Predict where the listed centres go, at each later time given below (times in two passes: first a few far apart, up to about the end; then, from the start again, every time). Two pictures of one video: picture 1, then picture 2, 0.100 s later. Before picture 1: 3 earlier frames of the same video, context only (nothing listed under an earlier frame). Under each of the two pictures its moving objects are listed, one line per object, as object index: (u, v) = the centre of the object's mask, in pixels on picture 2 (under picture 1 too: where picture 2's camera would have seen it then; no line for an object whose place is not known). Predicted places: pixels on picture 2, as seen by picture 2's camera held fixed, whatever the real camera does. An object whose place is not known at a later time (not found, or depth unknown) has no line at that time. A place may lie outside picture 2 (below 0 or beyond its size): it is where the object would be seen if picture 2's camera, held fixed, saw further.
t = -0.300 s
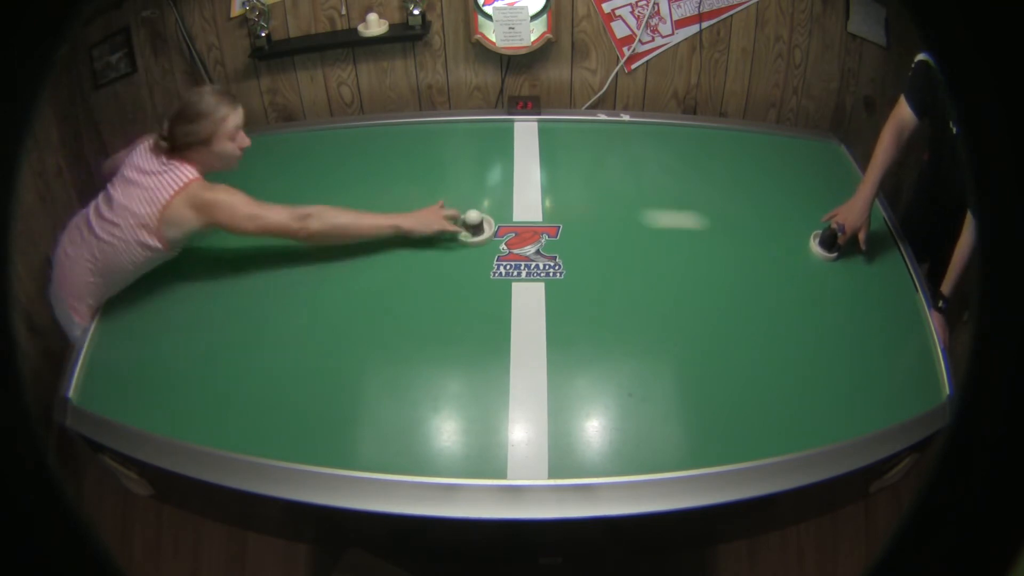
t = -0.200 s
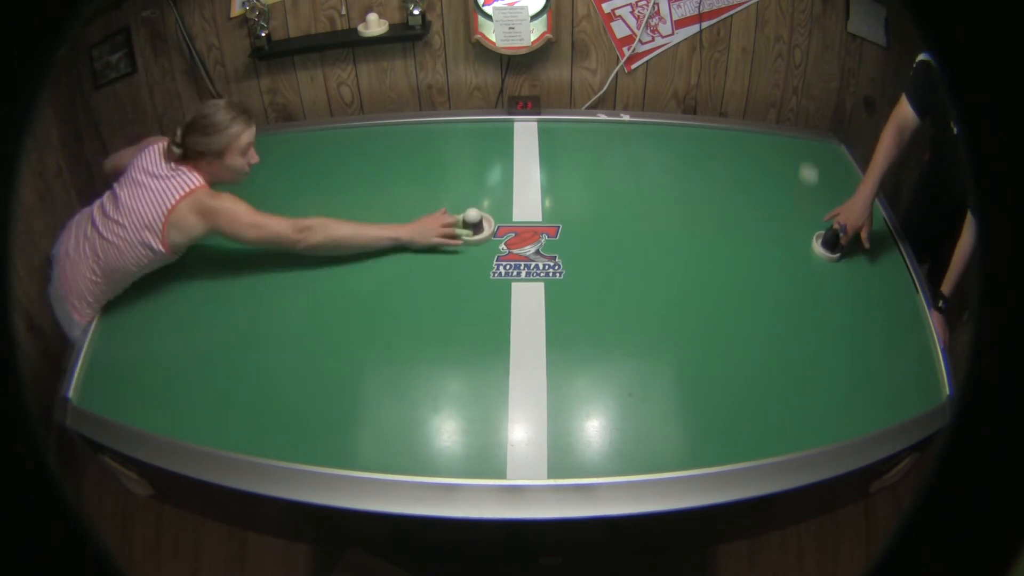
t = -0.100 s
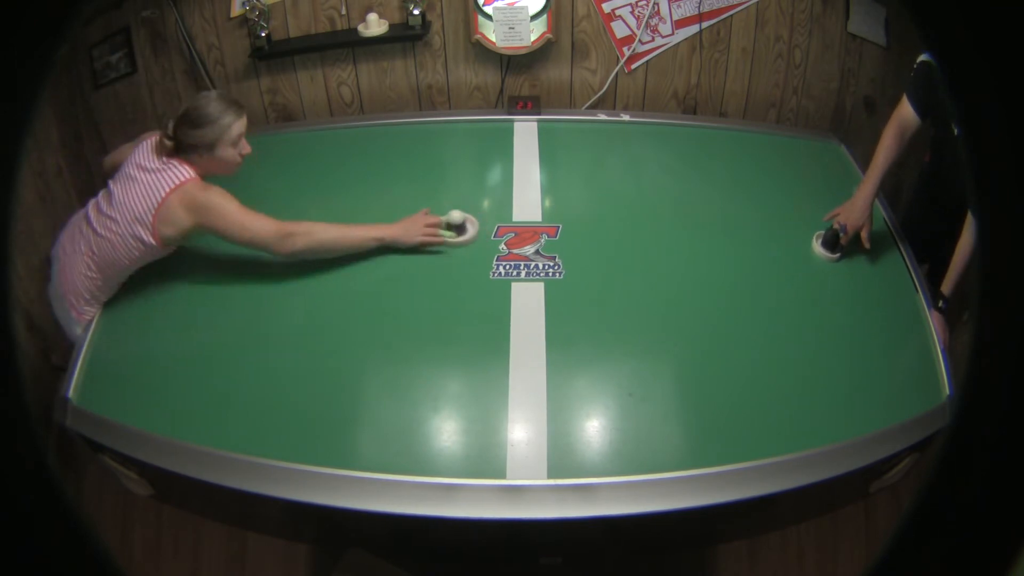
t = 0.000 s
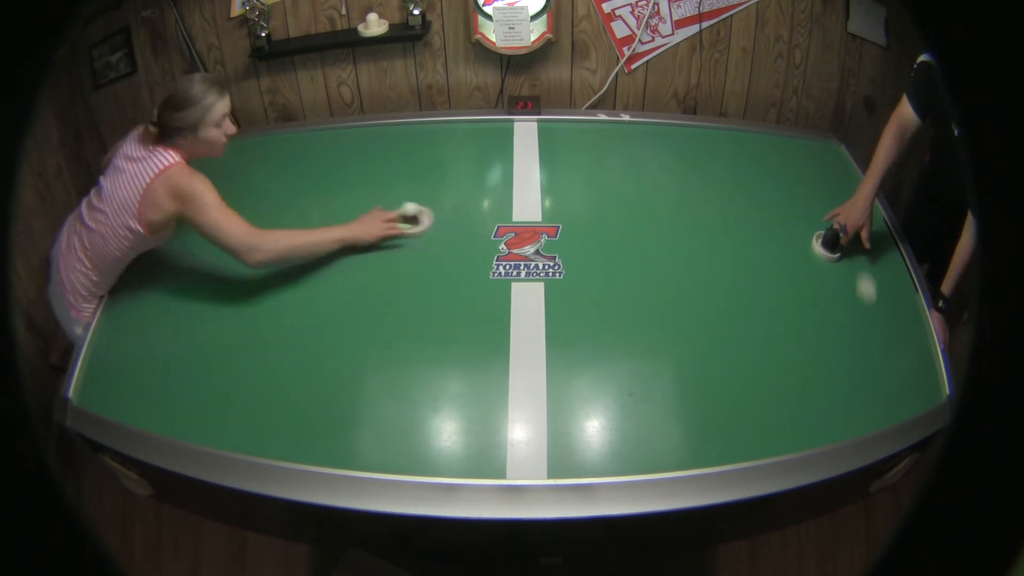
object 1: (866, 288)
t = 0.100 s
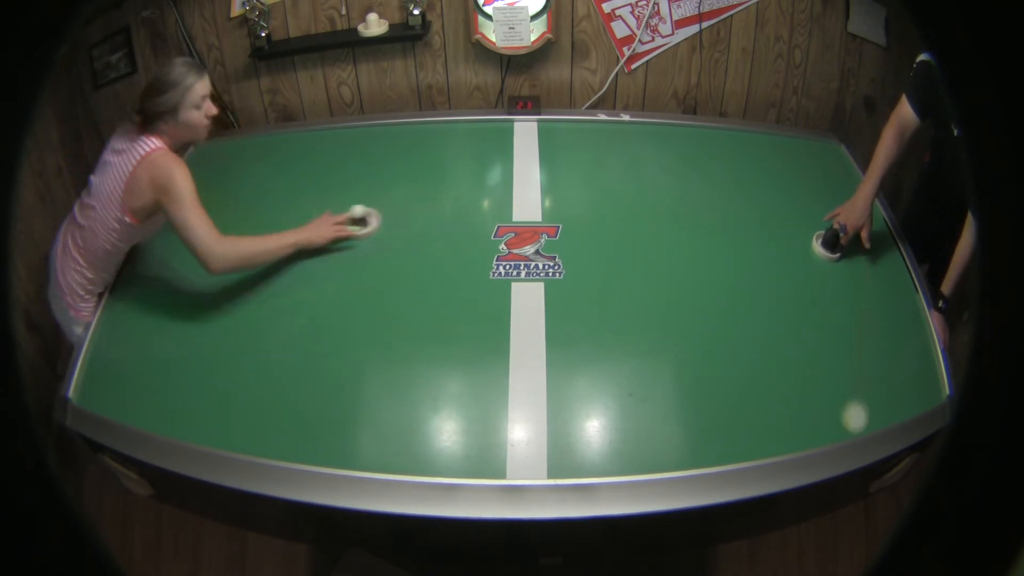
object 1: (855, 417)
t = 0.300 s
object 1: (704, 223)
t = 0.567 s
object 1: (589, 201)
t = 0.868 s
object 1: (468, 420)
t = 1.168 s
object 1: (403, 192)
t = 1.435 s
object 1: (361, 177)
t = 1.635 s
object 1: (305, 276)
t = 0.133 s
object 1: (832, 386)
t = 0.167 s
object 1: (808, 350)
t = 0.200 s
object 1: (782, 316)
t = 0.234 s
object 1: (755, 282)
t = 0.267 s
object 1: (729, 252)
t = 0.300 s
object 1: (704, 223)
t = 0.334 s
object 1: (680, 197)
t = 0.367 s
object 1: (658, 173)
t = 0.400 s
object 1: (637, 152)
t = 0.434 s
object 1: (618, 133)
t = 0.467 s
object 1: (610, 141)
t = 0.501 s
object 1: (604, 159)
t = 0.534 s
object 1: (597, 179)
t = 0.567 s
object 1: (589, 201)
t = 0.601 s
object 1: (580, 225)
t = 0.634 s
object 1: (571, 251)
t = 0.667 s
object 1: (560, 280)
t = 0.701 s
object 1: (547, 311)
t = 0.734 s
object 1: (532, 348)
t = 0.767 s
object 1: (516, 386)
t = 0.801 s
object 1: (499, 425)
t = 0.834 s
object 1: (481, 456)
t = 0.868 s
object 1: (468, 420)
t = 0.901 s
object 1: (457, 386)
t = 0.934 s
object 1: (447, 354)
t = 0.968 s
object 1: (439, 325)
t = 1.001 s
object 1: (431, 297)
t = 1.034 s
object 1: (424, 272)
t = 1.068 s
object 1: (418, 250)
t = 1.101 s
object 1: (412, 229)
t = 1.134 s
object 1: (407, 210)
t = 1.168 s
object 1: (403, 192)
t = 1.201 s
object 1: (399, 176)
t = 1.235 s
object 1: (395, 161)
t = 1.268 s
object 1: (392, 147)
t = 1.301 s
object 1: (389, 135)
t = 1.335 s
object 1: (384, 139)
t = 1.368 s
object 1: (376, 151)
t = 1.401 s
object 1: (369, 163)
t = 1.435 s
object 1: (361, 177)
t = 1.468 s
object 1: (352, 192)
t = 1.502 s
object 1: (343, 206)
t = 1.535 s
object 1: (334, 222)
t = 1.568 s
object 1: (325, 239)
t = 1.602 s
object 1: (315, 257)
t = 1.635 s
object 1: (305, 276)
